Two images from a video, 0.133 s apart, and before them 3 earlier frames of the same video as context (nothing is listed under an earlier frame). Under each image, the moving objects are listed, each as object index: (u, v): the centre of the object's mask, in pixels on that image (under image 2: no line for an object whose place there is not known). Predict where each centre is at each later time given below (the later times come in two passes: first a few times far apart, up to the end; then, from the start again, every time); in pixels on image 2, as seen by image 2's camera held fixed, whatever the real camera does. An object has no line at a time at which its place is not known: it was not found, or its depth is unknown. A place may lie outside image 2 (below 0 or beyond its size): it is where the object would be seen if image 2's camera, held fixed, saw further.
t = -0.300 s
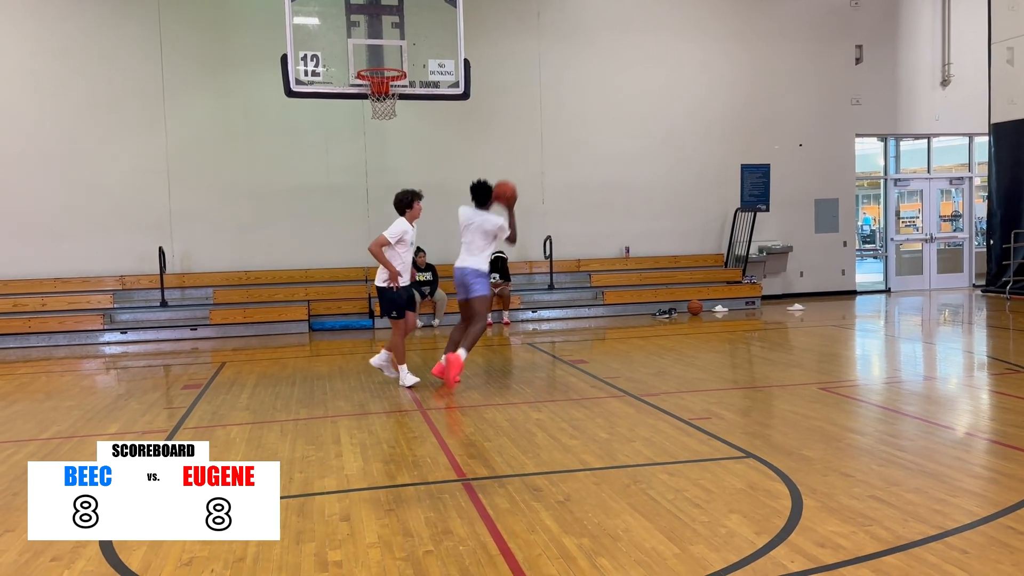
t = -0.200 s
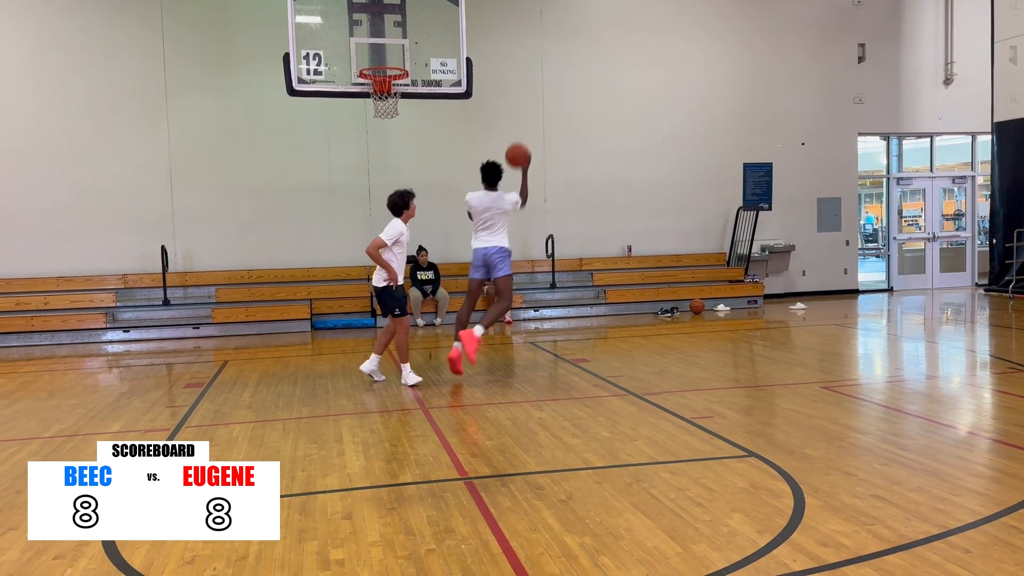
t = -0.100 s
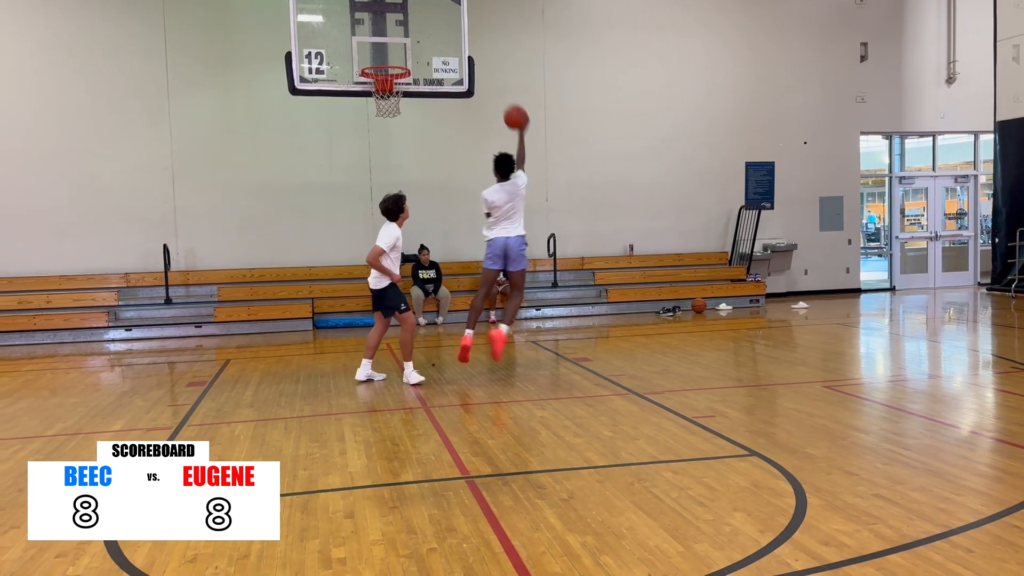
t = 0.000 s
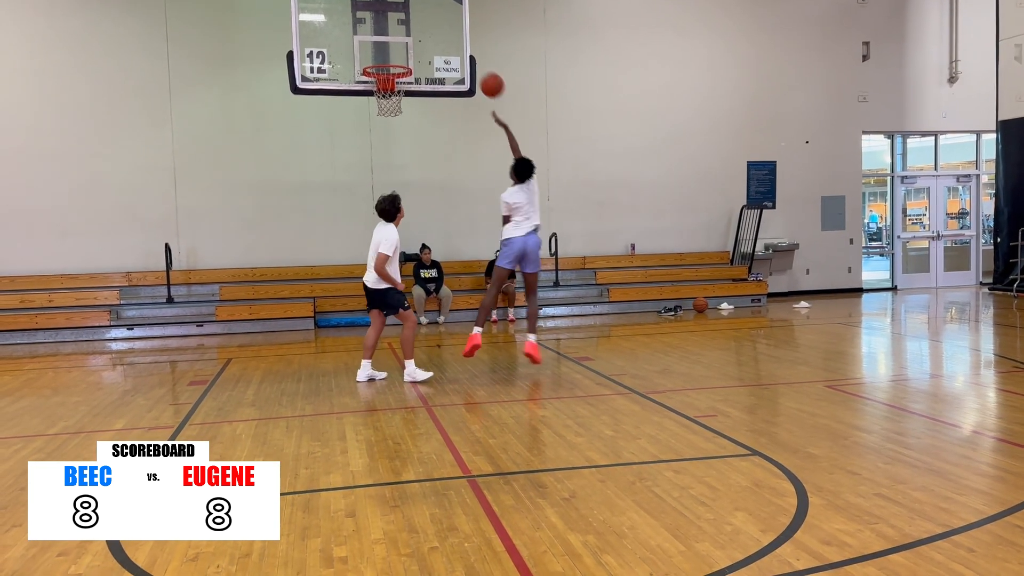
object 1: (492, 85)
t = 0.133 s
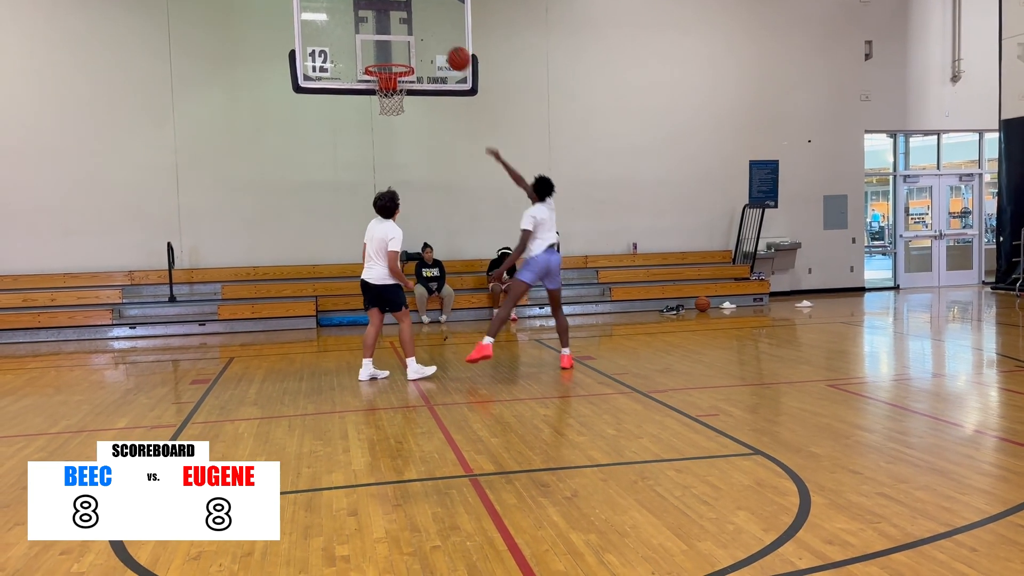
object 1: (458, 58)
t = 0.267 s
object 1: (428, 51)
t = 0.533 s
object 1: (401, 54)
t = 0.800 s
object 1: (382, 56)
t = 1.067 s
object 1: (381, 62)
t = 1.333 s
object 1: (398, 101)
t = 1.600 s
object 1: (402, 135)
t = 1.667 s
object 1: (402, 154)
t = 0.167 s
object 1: (450, 55)
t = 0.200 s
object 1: (442, 53)
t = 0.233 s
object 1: (434, 51)
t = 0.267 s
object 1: (428, 51)
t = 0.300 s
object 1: (424, 49)
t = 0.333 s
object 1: (420, 48)
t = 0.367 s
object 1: (417, 49)
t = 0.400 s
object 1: (413, 51)
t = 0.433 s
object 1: (409, 53)
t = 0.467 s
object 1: (406, 56)
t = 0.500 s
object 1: (403, 54)
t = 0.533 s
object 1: (401, 54)
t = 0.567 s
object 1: (399, 54)
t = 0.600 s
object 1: (396, 55)
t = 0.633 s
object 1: (394, 55)
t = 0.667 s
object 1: (391, 54)
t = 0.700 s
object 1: (389, 55)
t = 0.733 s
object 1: (386, 55)
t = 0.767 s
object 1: (384, 56)
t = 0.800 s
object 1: (382, 56)
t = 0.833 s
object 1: (380, 57)
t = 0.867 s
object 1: (379, 57)
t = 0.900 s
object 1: (378, 58)
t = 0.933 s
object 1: (377, 58)
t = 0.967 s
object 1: (377, 59)
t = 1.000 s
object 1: (378, 60)
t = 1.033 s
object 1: (379, 60)
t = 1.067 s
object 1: (381, 62)
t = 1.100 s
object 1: (383, 63)
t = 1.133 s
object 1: (390, 73)
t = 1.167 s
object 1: (387, 73)
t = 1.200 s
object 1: (385, 83)
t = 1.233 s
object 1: (392, 89)
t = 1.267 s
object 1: (393, 94)
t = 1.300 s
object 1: (396, 98)
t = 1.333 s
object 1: (398, 101)
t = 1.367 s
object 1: (399, 103)
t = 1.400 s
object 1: (401, 107)
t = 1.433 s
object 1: (401, 109)
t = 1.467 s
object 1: (401, 113)
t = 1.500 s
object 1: (401, 119)
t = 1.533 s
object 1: (401, 122)
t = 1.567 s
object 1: (402, 128)
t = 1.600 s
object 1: (402, 135)
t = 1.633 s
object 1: (402, 144)
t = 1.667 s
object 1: (402, 154)
